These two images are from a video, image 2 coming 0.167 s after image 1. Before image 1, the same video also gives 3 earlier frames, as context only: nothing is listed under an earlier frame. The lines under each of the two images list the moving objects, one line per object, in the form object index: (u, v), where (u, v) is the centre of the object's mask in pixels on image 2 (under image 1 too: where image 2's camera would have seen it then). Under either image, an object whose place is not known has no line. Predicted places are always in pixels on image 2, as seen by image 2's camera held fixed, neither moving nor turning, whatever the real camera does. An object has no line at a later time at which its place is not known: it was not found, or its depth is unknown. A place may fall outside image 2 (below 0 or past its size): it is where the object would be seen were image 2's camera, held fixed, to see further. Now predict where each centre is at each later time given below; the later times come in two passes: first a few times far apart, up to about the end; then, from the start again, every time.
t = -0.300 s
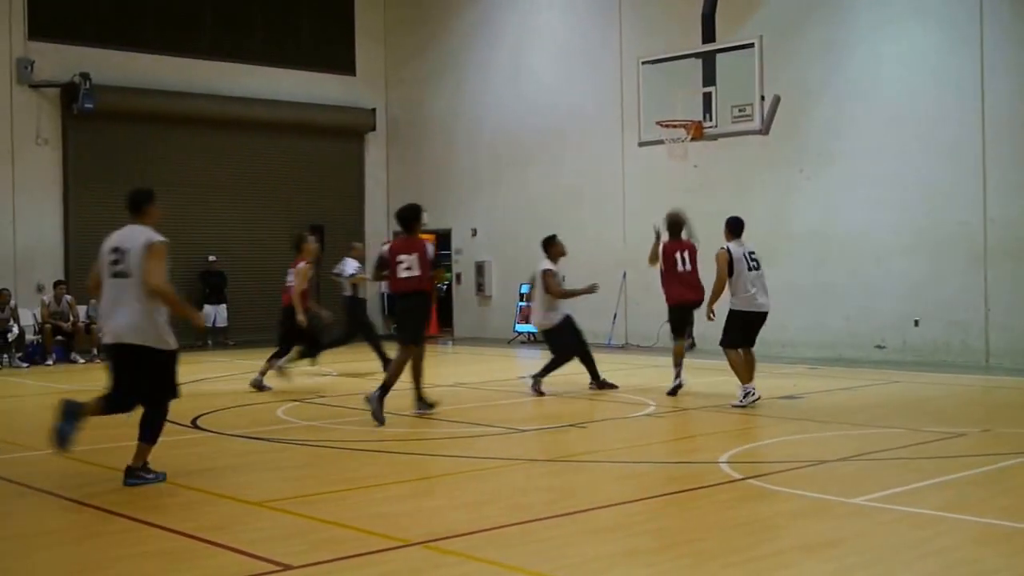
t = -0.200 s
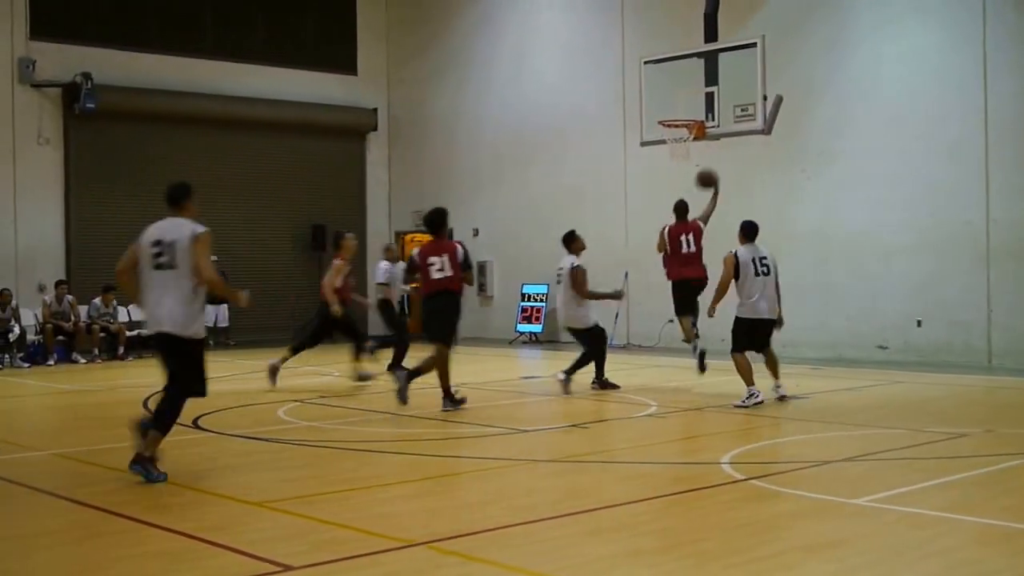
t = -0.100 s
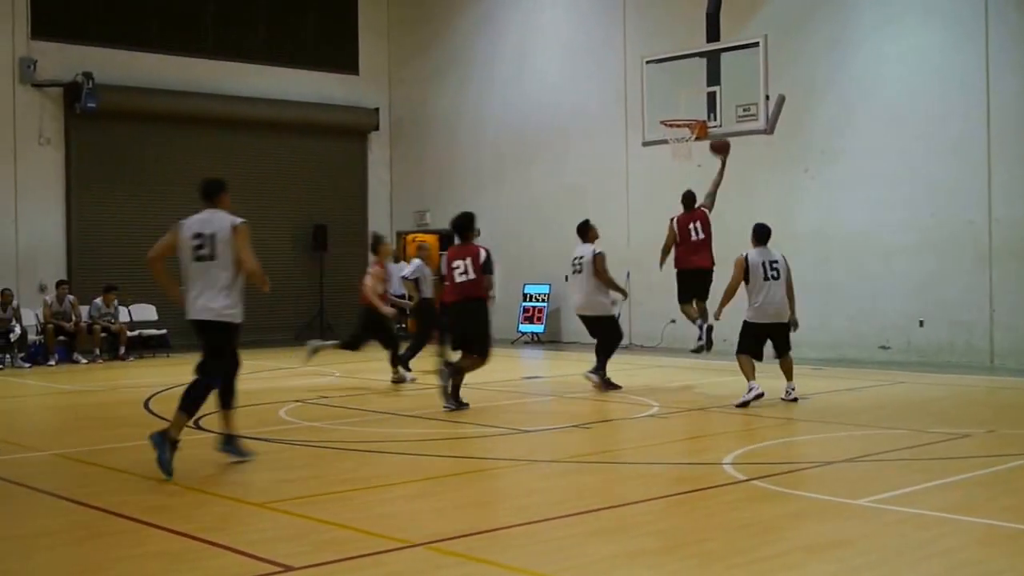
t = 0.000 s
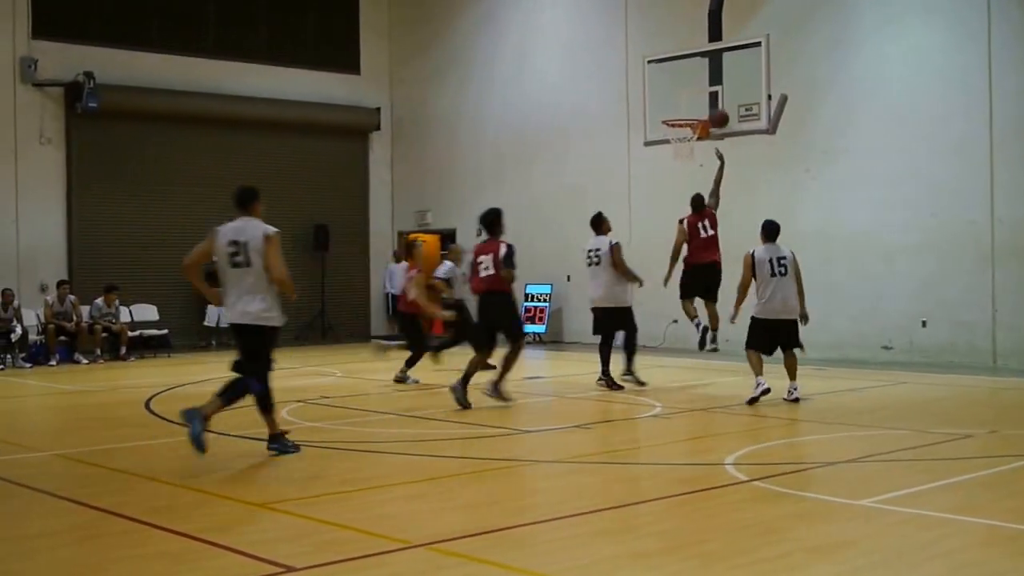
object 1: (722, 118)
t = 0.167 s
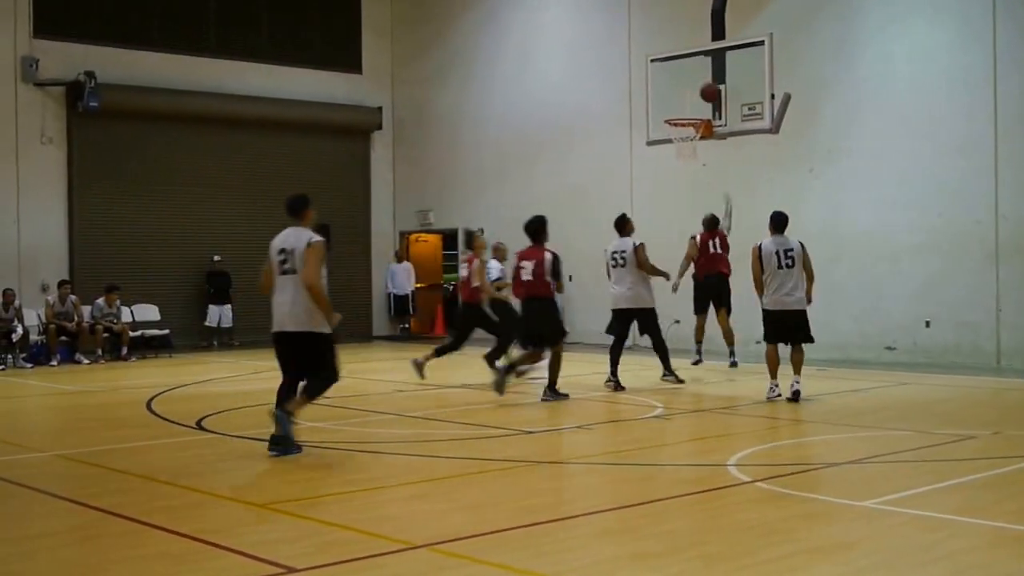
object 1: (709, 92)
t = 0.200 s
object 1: (706, 90)
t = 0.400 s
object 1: (684, 95)
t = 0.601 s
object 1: (687, 113)
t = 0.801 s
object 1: (673, 133)
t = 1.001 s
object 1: (671, 136)
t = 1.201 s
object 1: (685, 156)
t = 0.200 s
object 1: (706, 90)
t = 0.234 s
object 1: (703, 88)
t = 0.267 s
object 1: (699, 88)
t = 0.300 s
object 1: (695, 88)
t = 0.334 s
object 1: (691, 89)
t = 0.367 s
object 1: (688, 92)
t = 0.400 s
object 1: (684, 95)
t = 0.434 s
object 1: (681, 99)
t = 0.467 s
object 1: (677, 105)
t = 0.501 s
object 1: (673, 110)
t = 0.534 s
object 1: (675, 111)
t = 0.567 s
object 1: (681, 112)
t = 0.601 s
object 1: (687, 113)
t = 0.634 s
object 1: (693, 114)
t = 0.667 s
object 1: (692, 115)
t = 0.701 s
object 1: (687, 124)
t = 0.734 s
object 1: (683, 128)
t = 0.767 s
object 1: (676, 130)
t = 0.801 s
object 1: (673, 133)
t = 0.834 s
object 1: (670, 134)
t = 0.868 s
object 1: (669, 135)
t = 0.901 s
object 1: (668, 135)
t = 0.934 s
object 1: (669, 135)
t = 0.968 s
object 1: (670, 135)
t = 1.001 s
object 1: (671, 136)
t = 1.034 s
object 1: (673, 139)
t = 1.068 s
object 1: (675, 141)
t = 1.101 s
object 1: (677, 144)
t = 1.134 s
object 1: (680, 147)
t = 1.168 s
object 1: (682, 149)
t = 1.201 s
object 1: (685, 156)
